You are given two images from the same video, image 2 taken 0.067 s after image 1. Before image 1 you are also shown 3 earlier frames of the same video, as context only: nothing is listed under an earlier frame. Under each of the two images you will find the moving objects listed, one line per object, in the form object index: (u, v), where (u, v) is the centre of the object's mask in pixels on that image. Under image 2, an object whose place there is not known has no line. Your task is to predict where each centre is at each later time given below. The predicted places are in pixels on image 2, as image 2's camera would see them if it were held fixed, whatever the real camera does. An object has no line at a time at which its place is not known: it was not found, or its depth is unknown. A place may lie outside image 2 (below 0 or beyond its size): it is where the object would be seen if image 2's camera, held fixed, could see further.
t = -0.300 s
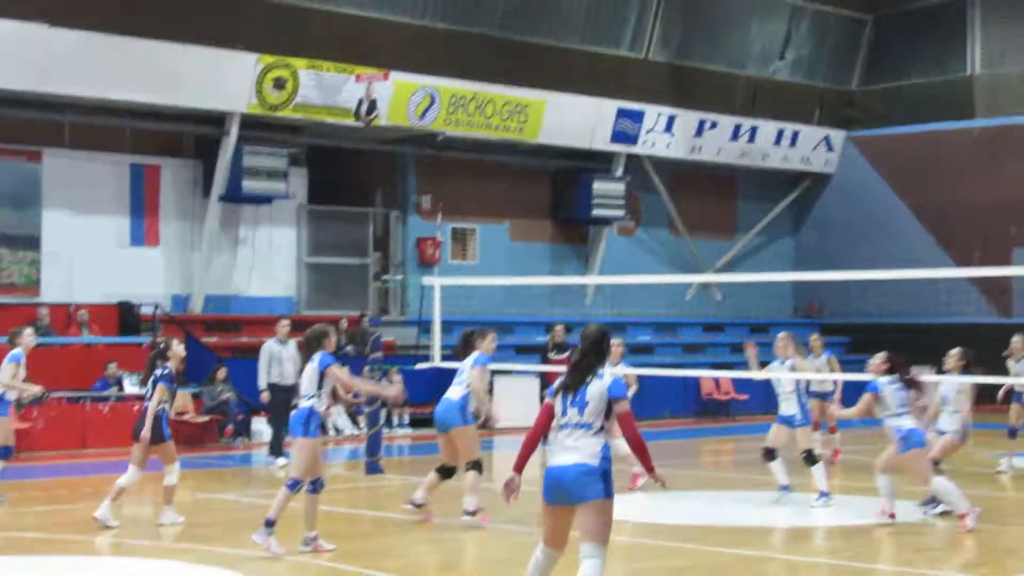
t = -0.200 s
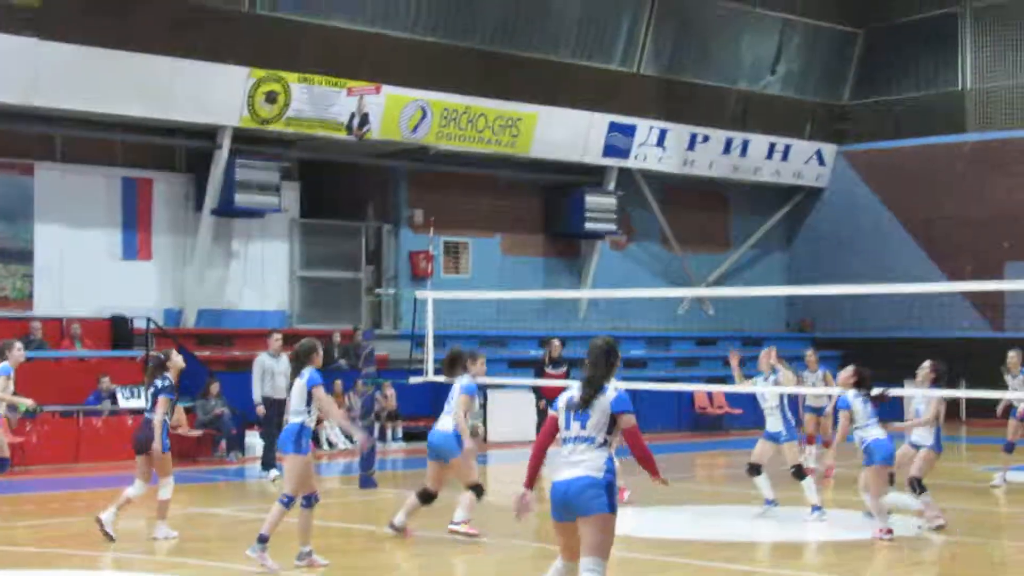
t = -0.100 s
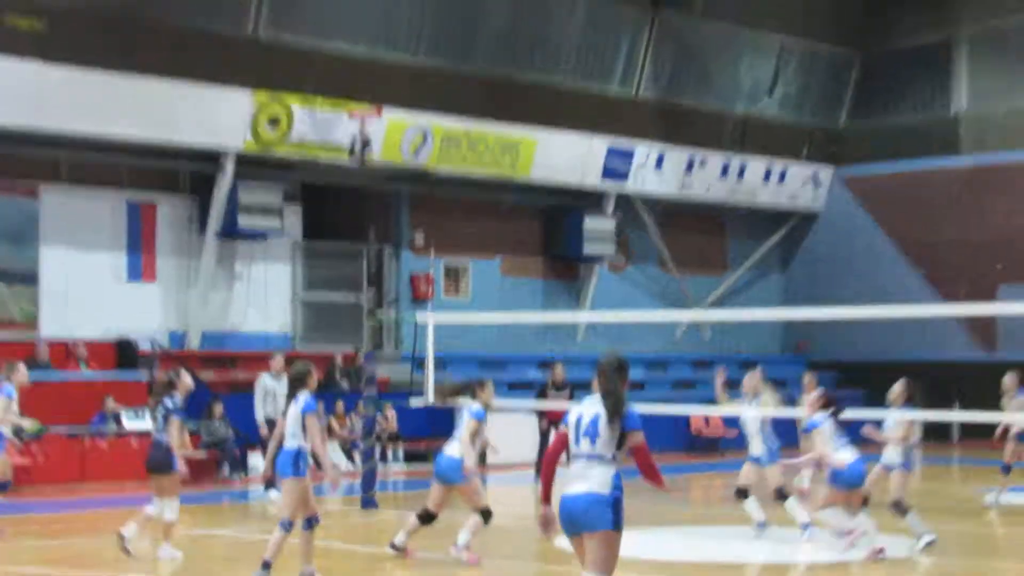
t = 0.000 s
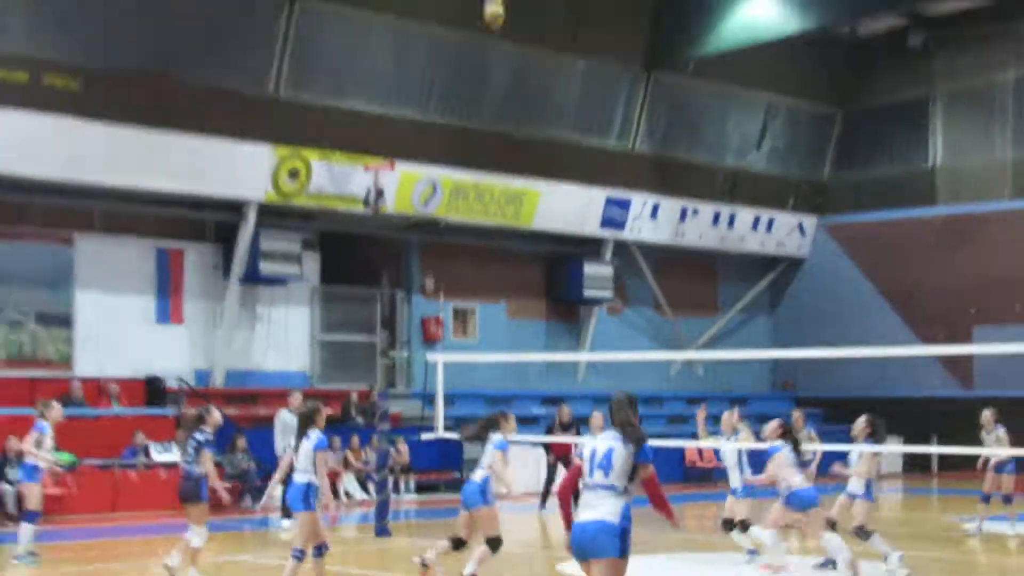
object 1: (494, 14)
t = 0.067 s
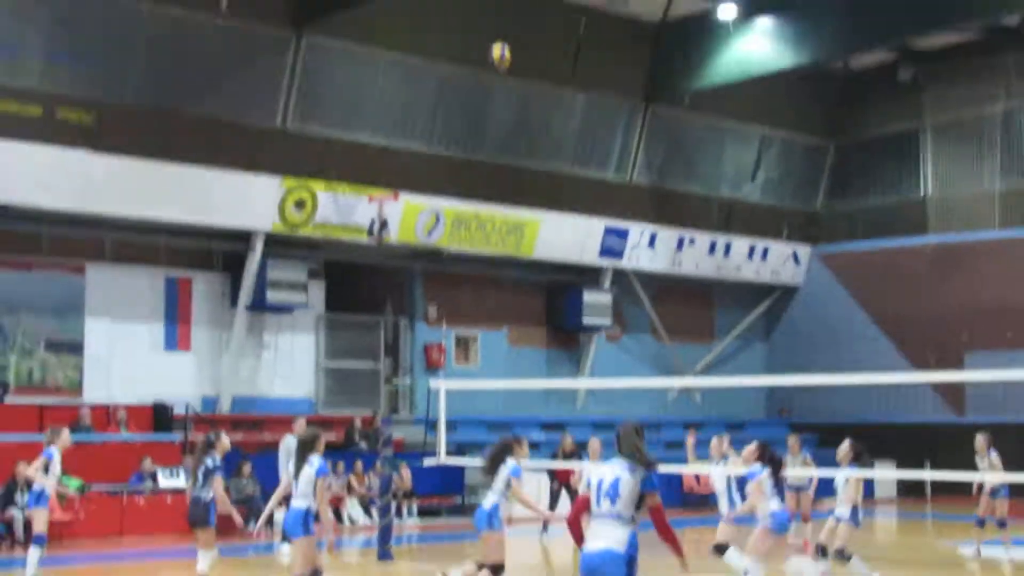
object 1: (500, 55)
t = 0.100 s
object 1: (503, 58)
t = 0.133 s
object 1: (505, 64)
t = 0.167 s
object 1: (507, 72)
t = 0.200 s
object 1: (509, 82)
